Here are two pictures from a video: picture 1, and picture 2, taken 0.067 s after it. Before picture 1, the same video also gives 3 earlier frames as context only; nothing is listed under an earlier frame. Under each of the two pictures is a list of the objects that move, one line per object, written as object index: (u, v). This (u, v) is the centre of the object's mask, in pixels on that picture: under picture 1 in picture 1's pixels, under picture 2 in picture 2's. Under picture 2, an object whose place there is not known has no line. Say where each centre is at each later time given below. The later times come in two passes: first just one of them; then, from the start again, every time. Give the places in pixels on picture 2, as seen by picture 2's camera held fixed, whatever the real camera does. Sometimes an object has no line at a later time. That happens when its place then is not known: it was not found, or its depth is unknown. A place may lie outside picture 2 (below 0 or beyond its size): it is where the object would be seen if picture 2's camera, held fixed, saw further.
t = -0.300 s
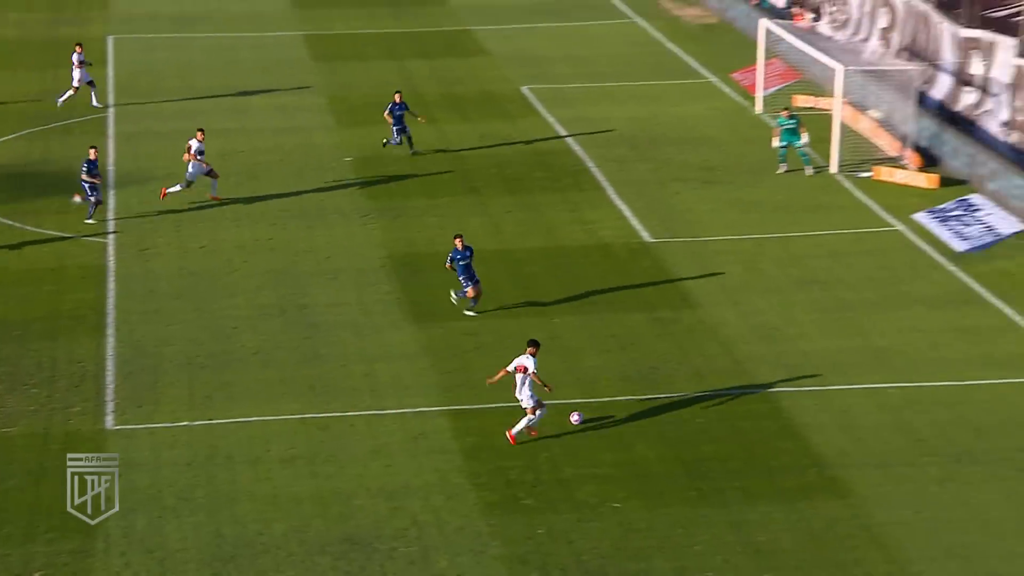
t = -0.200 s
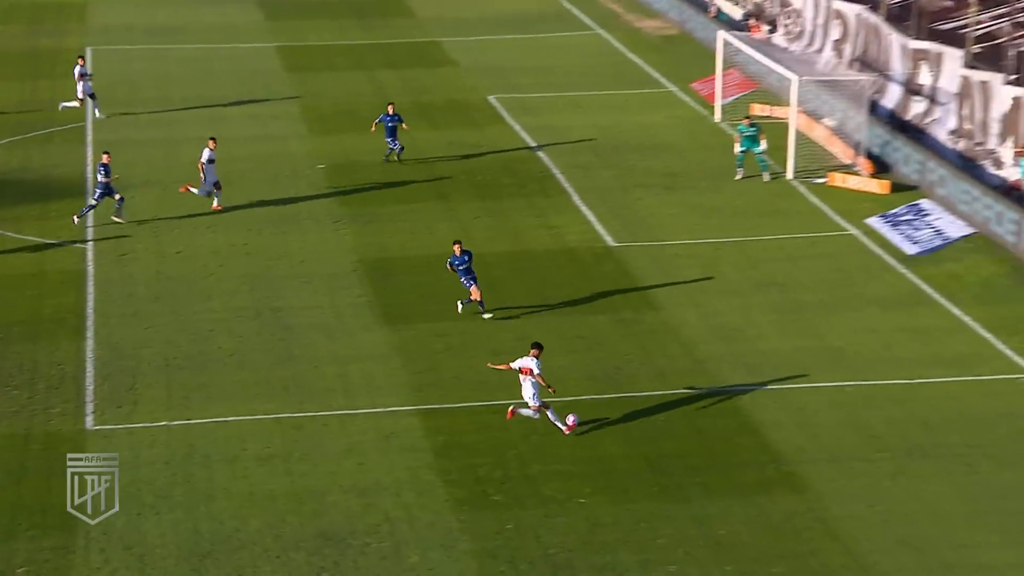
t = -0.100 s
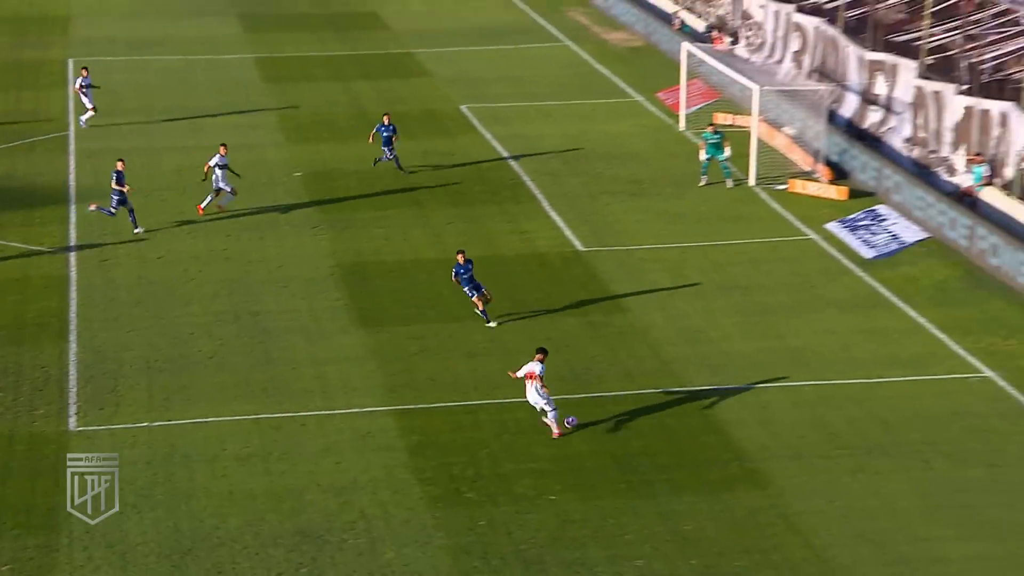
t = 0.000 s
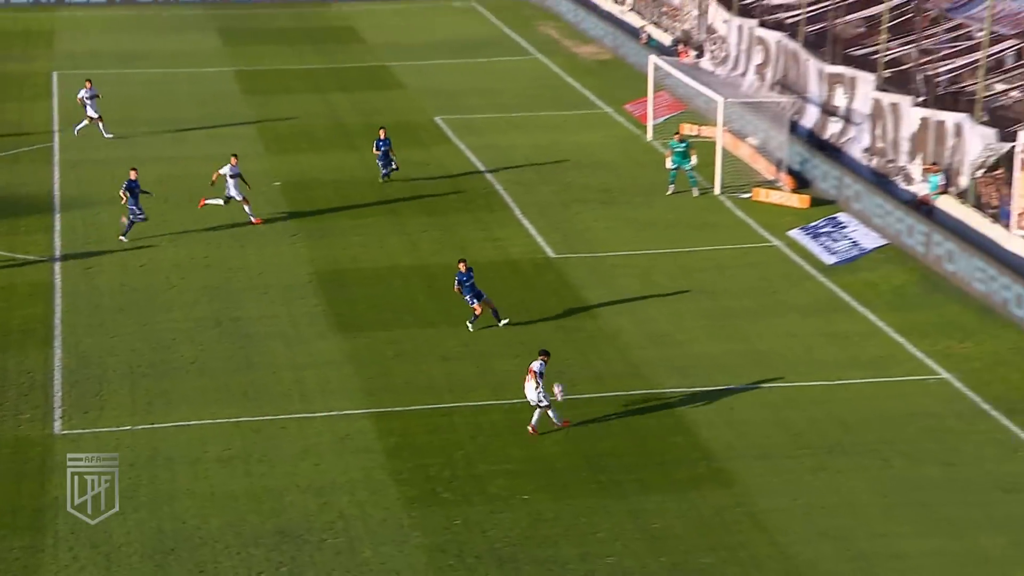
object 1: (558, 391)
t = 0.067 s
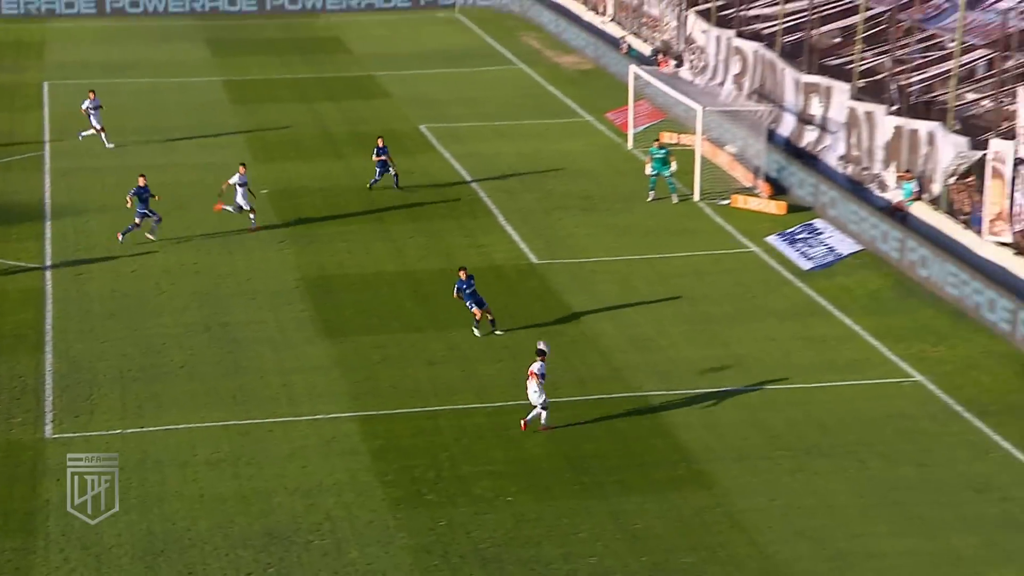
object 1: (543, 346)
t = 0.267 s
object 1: (541, 234)
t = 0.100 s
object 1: (543, 327)
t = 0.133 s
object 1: (543, 307)
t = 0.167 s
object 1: (543, 287)
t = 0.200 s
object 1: (542, 268)
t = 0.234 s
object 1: (542, 251)
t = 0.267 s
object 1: (541, 234)
